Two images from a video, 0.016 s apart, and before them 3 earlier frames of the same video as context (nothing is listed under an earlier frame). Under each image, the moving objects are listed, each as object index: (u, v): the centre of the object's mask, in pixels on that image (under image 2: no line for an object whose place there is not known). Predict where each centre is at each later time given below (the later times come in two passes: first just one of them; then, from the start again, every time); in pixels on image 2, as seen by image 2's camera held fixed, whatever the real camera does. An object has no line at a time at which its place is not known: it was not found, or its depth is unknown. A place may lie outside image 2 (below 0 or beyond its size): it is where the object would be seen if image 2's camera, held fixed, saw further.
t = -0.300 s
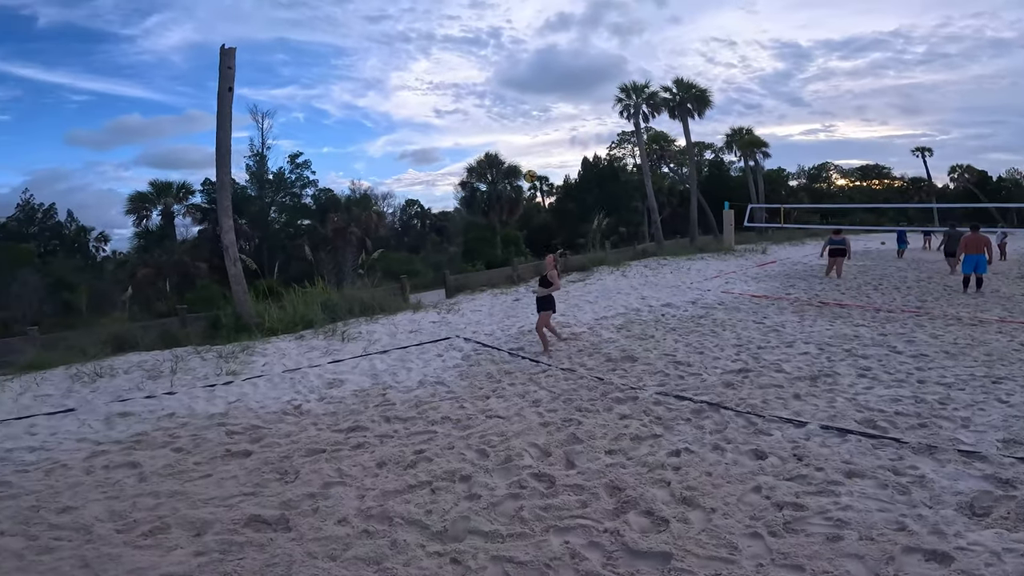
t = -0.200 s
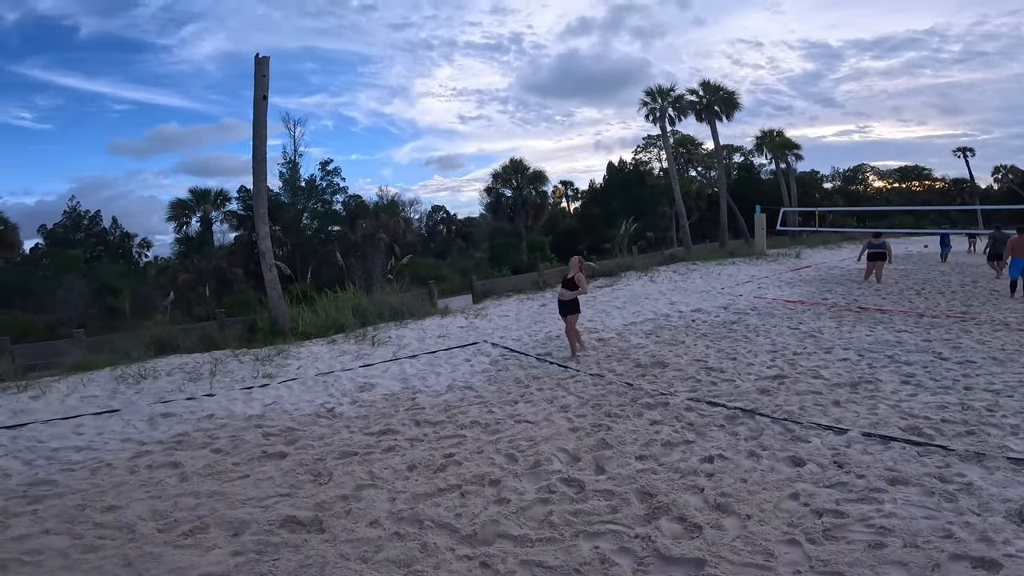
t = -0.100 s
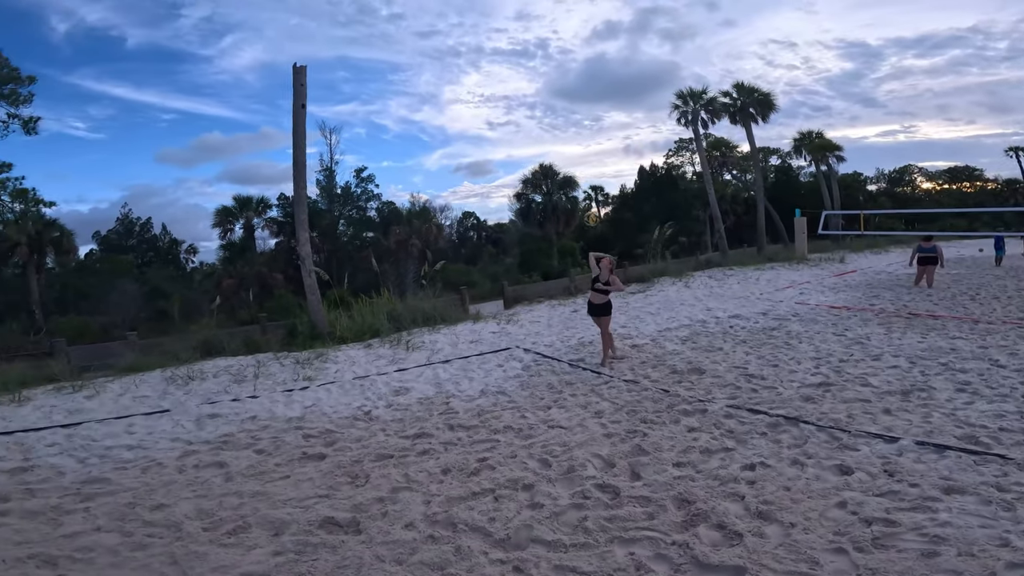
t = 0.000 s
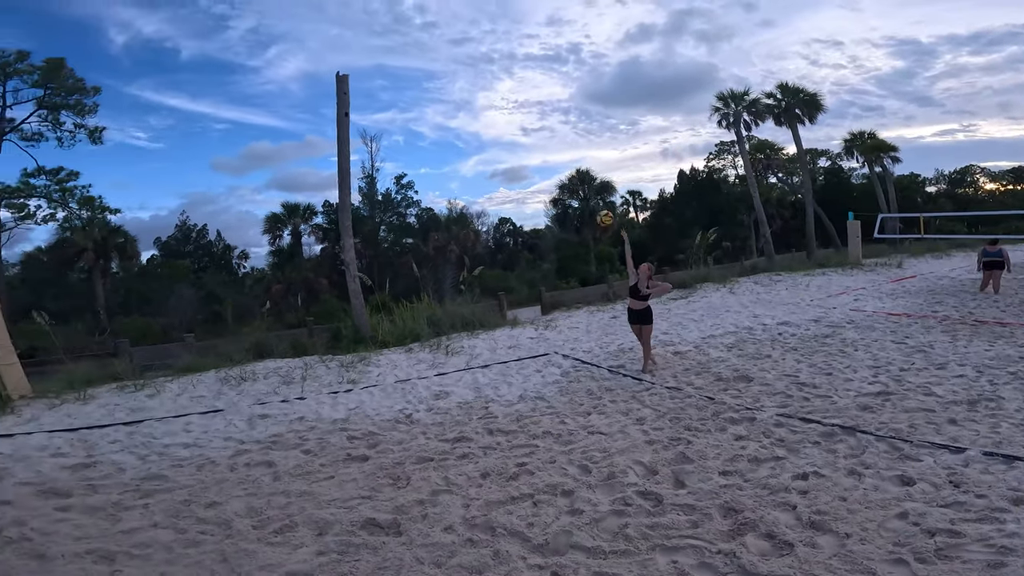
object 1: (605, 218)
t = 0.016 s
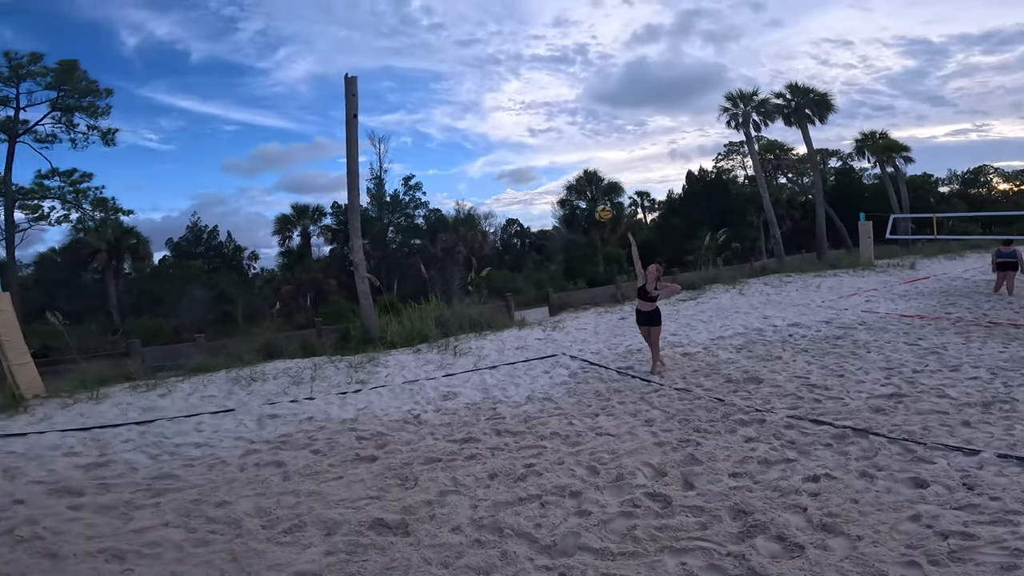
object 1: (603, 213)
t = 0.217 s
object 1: (440, 136)
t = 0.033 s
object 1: (594, 207)
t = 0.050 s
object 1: (583, 200)
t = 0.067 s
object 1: (572, 194)
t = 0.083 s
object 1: (561, 189)
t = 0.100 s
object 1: (548, 183)
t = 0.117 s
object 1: (535, 176)
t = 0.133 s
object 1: (522, 170)
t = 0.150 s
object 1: (507, 164)
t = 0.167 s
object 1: (492, 157)
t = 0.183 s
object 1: (476, 150)
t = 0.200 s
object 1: (459, 143)
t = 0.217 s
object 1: (440, 136)
